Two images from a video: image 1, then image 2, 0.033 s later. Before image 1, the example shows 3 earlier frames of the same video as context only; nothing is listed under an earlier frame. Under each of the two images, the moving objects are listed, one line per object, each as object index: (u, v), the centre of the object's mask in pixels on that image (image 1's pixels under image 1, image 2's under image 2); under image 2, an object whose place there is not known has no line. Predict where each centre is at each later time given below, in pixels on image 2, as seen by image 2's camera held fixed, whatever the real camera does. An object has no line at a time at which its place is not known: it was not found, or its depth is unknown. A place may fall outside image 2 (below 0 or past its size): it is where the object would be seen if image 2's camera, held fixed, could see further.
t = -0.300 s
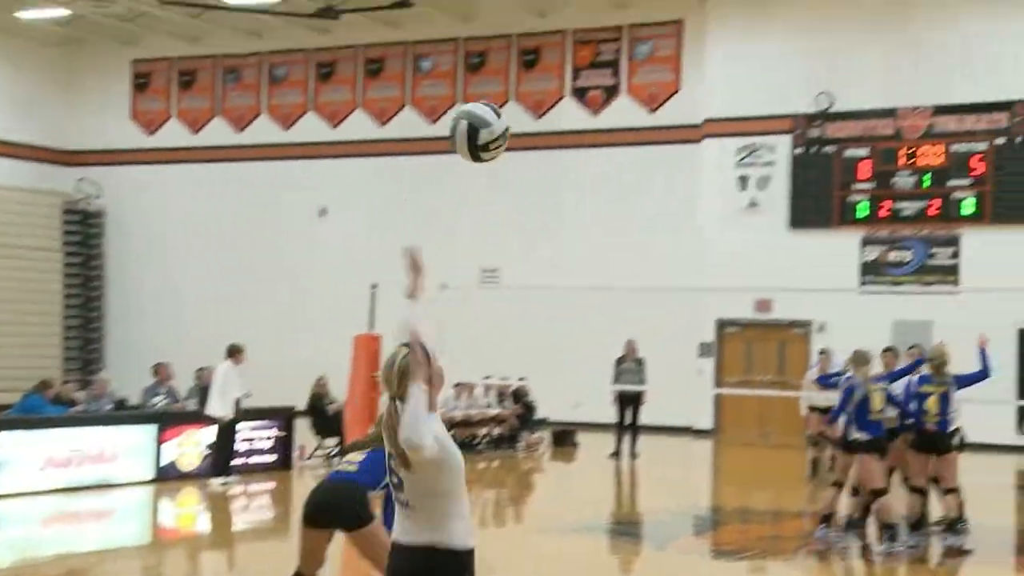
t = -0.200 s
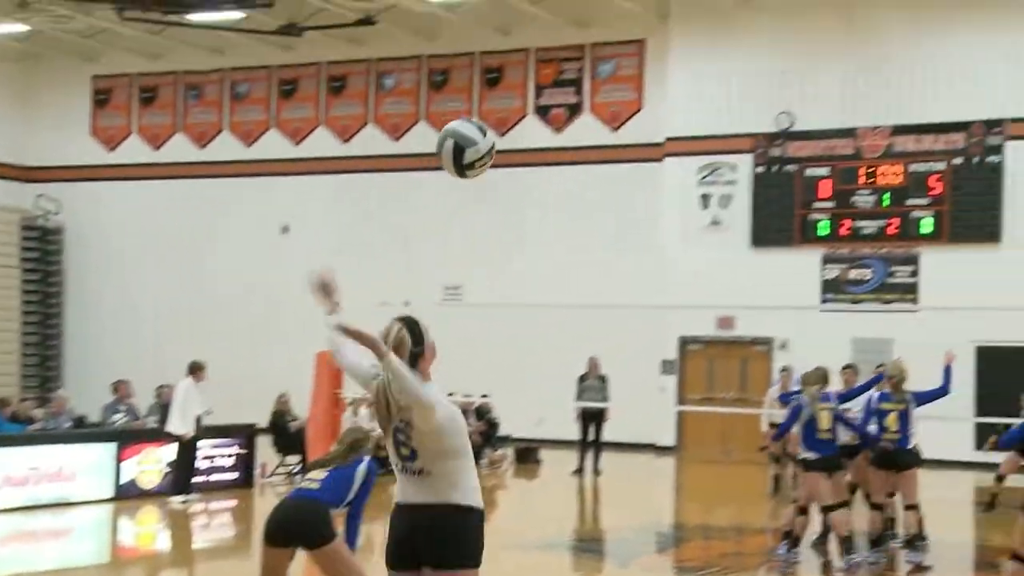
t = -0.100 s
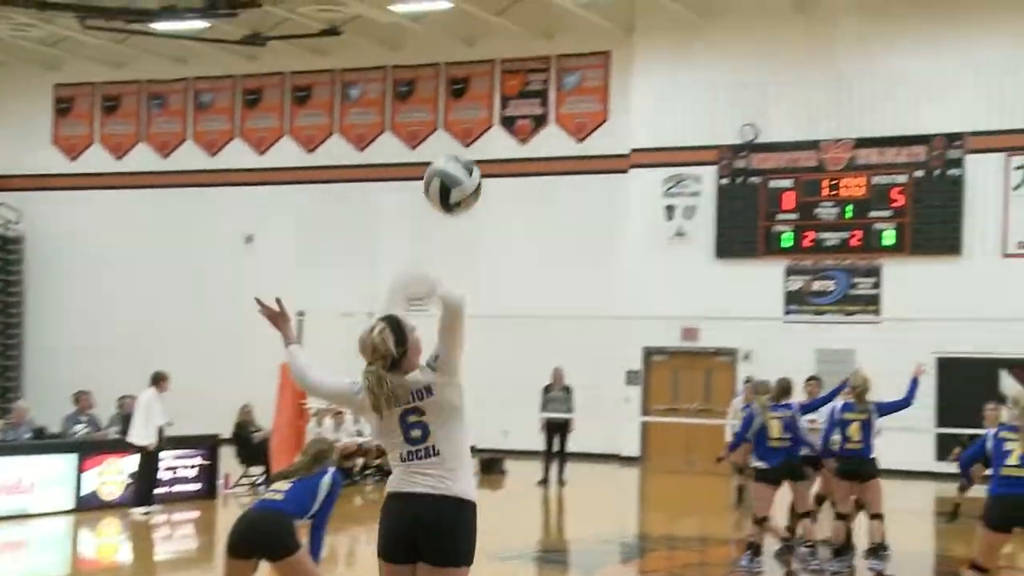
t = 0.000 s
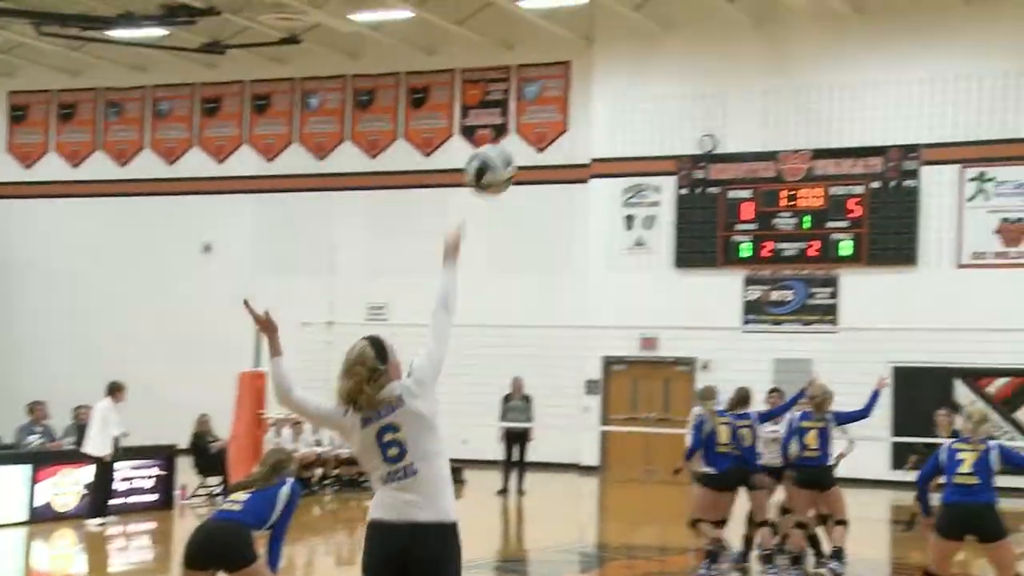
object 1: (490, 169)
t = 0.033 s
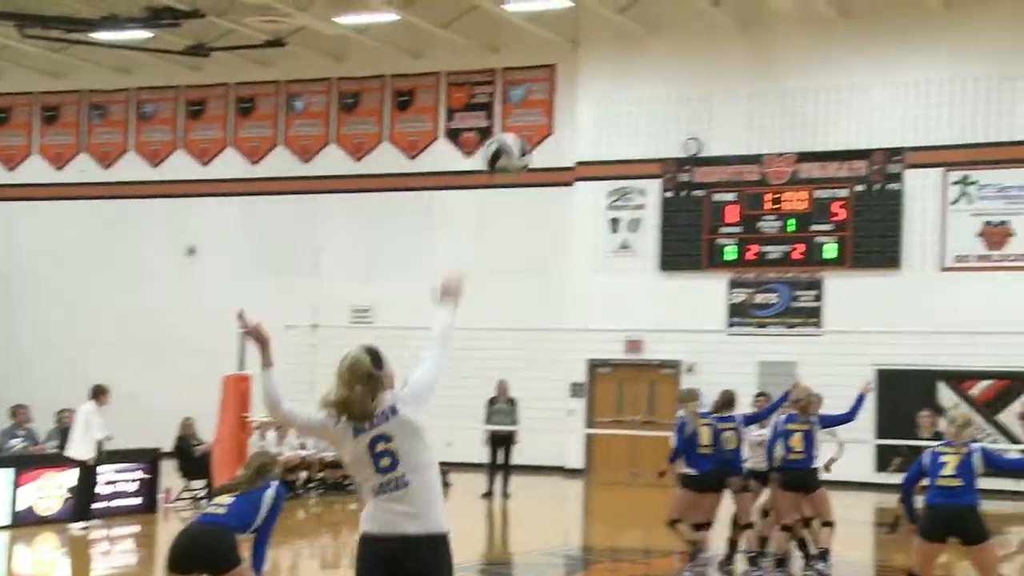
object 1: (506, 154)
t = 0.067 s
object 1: (533, 144)
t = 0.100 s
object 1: (557, 135)
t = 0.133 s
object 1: (579, 129)
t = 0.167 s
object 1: (598, 124)
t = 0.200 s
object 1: (616, 121)
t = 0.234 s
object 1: (633, 120)
